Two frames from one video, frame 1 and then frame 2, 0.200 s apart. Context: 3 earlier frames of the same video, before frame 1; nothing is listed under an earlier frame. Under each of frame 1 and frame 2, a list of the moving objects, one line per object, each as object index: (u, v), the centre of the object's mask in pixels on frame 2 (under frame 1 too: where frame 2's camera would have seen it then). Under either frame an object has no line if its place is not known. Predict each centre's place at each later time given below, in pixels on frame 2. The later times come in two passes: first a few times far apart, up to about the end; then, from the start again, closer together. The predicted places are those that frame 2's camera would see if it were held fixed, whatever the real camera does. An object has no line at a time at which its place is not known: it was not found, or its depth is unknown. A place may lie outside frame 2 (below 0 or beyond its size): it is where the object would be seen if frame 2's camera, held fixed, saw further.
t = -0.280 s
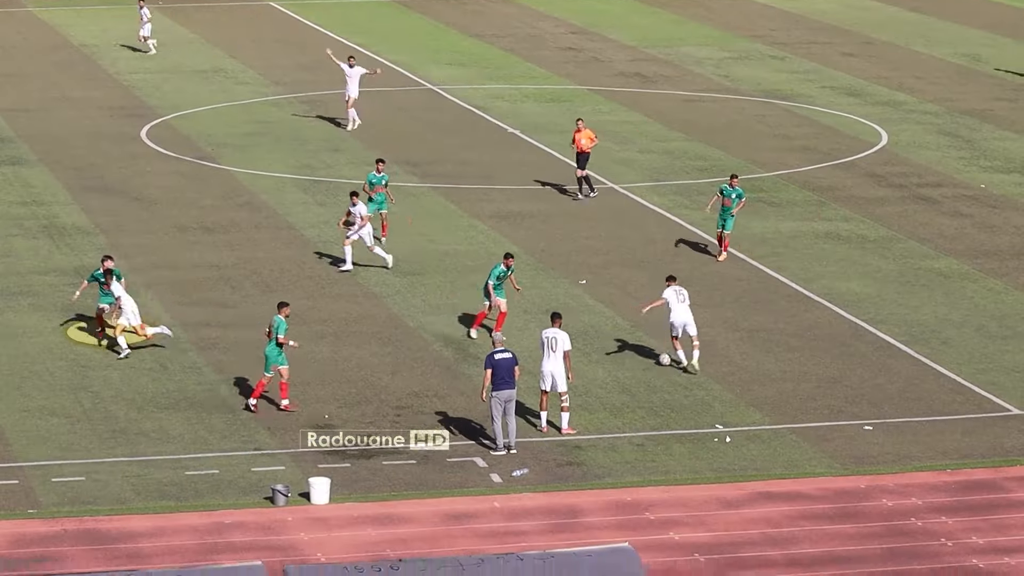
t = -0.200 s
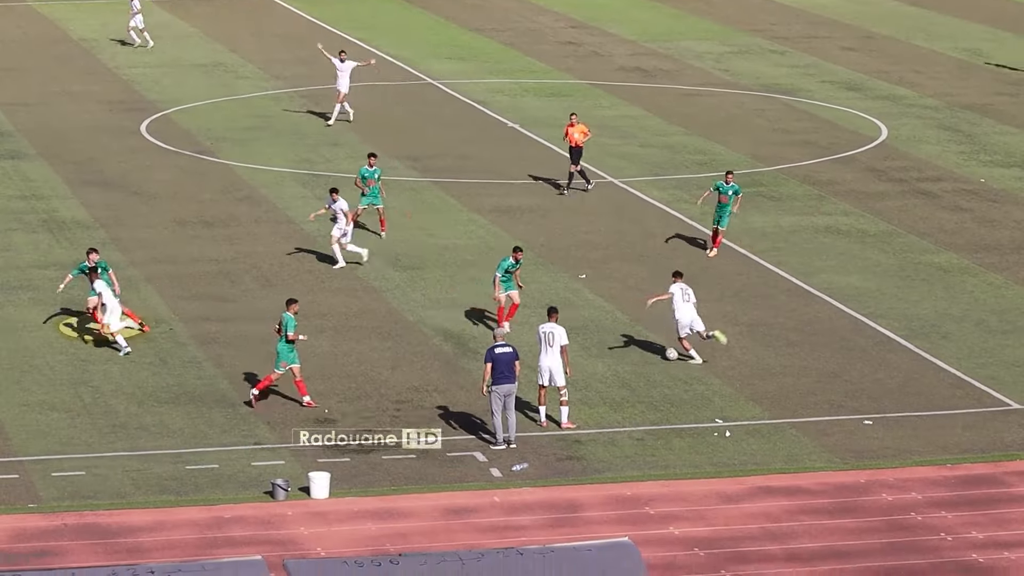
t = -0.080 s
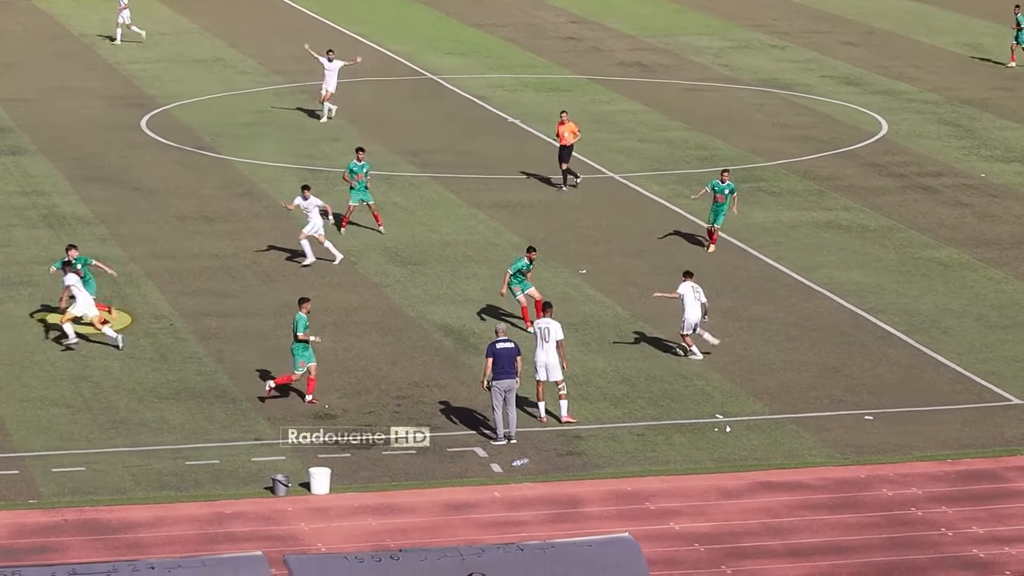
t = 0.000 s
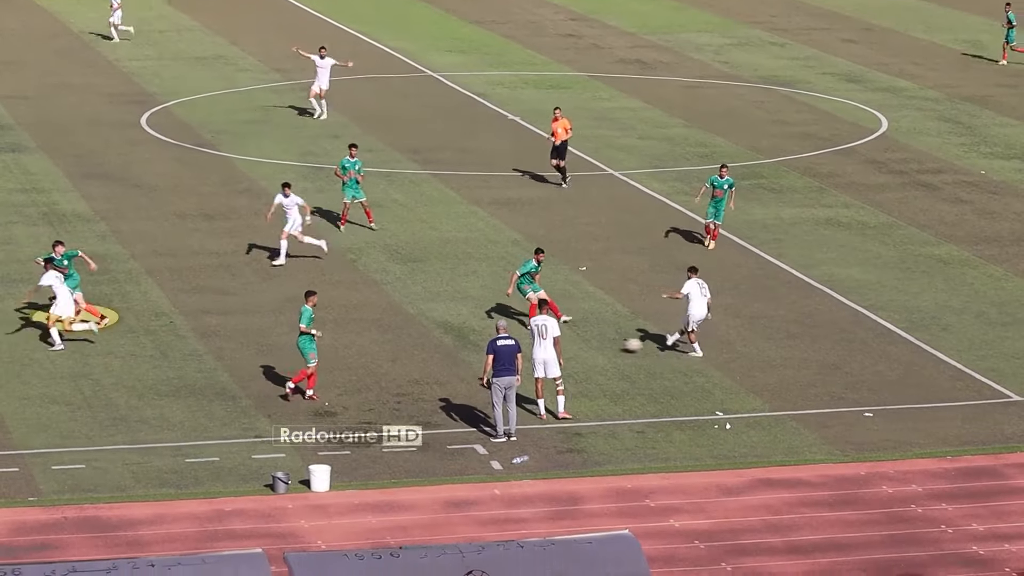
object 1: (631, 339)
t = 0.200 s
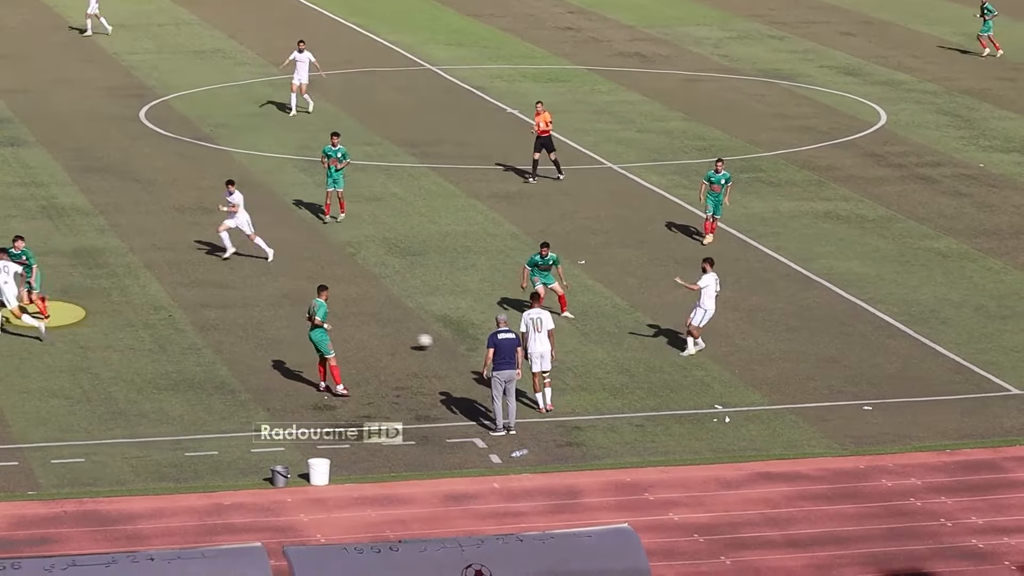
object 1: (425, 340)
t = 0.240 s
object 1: (389, 338)
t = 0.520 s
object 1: (156, 353)
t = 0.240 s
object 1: (389, 338)
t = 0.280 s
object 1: (354, 338)
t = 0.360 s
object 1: (285, 340)
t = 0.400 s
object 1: (251, 343)
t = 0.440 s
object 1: (218, 348)
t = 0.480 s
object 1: (184, 353)
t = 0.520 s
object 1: (156, 353)
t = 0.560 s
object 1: (130, 351)
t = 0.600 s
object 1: (105, 350)
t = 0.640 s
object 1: (78, 352)
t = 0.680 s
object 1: (53, 353)
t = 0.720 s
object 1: (28, 357)
